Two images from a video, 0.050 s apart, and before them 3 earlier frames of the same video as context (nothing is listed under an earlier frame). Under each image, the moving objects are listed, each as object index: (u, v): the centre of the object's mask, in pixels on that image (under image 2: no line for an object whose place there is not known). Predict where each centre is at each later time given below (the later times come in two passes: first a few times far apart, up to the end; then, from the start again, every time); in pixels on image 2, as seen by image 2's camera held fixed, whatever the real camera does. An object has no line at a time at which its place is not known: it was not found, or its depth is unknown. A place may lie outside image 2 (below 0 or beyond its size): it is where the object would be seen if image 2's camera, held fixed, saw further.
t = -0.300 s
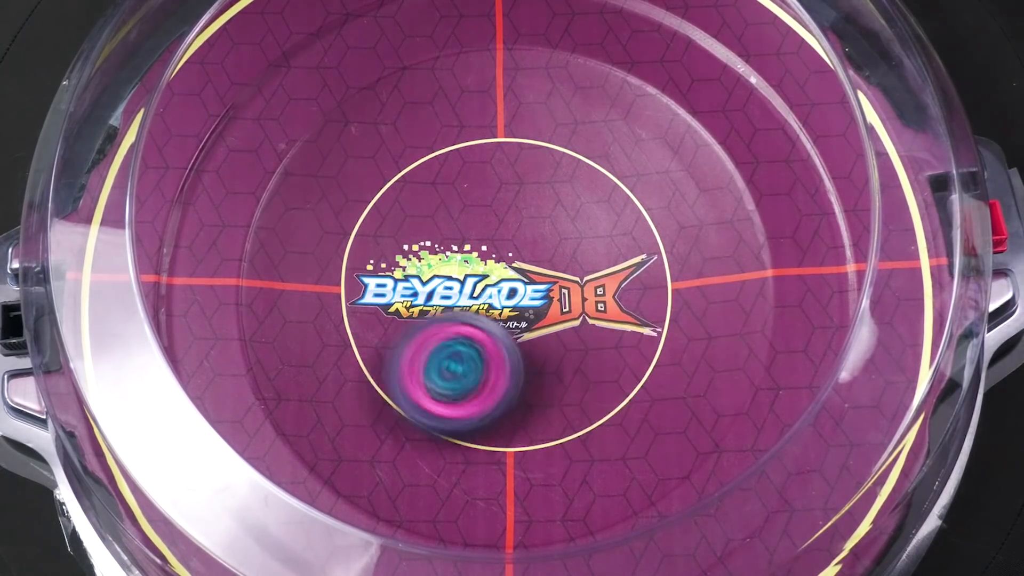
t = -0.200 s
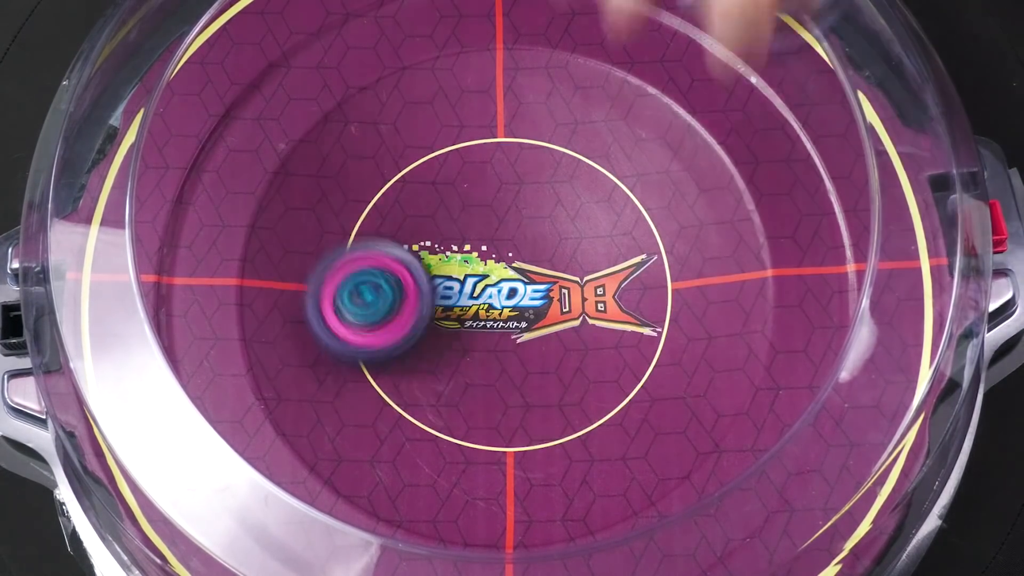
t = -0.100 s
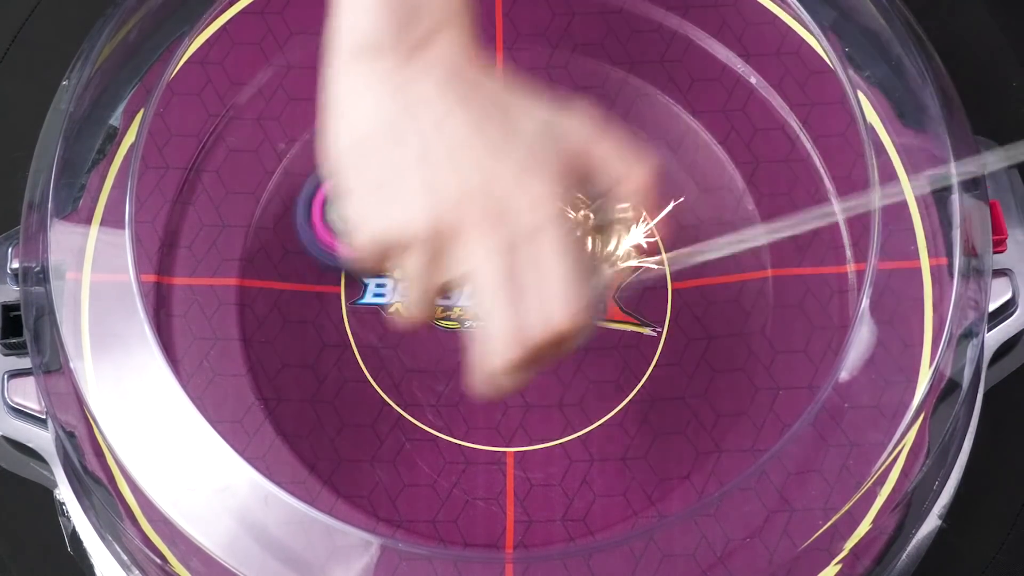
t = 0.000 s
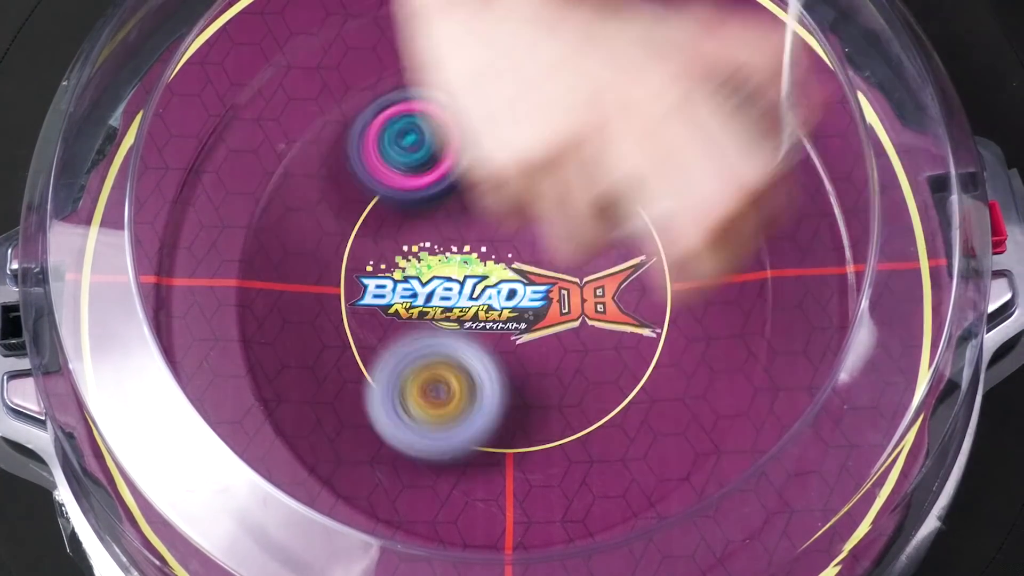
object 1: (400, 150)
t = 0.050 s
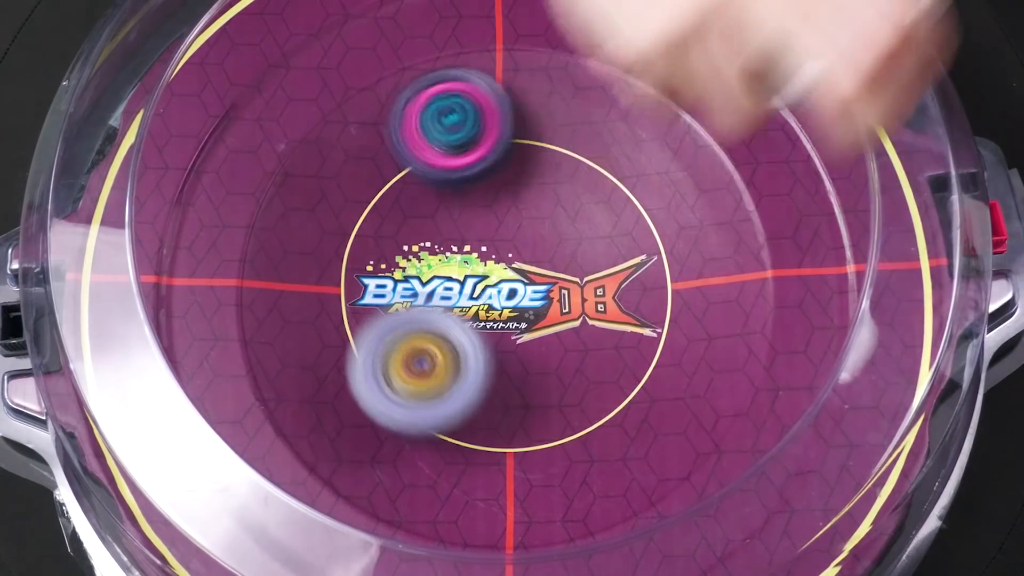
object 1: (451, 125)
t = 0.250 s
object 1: (624, 167)
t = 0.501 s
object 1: (766, 421)
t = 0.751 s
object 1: (686, 520)
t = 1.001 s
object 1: (579, 483)
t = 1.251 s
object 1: (412, 295)
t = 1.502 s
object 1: (597, 328)
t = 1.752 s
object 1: (522, 340)
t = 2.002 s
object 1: (479, 245)
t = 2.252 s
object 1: (580, 228)
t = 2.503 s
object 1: (570, 325)
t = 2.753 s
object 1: (474, 292)
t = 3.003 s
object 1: (514, 218)
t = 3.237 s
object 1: (546, 263)
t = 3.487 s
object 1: (501, 284)
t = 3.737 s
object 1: (485, 268)
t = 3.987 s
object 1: (498, 270)
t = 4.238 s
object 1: (490, 283)
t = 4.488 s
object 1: (485, 278)
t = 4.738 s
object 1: (488, 277)
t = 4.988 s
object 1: (486, 278)
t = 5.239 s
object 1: (497, 286)
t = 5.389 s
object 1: (493, 290)
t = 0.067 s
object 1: (467, 121)
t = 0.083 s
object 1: (483, 119)
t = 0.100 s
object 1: (499, 116)
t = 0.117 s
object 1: (516, 116)
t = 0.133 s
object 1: (532, 117)
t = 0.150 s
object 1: (547, 119)
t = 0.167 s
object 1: (561, 124)
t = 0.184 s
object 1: (575, 130)
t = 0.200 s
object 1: (589, 137)
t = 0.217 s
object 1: (602, 147)
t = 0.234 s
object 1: (613, 157)
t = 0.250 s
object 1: (624, 167)
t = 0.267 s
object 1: (633, 180)
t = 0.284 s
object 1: (640, 193)
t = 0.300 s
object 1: (646, 206)
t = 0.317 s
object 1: (651, 221)
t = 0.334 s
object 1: (653, 235)
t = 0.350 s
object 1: (653, 250)
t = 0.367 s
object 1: (665, 267)
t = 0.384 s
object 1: (687, 288)
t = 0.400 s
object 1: (707, 308)
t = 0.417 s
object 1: (724, 329)
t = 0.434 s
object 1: (738, 349)
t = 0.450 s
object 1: (748, 367)
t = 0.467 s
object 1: (756, 386)
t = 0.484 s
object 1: (762, 404)
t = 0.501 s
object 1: (766, 421)
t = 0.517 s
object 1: (770, 438)
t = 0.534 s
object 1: (772, 454)
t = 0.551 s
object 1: (773, 469)
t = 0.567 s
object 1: (773, 482)
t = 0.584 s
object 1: (773, 494)
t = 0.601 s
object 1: (769, 502)
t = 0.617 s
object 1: (761, 508)
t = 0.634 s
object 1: (750, 512)
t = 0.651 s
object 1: (740, 514)
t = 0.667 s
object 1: (729, 517)
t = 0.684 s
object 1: (720, 518)
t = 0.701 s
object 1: (710, 519)
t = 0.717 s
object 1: (702, 520)
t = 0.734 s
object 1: (694, 520)
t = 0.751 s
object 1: (686, 520)
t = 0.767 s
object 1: (678, 520)
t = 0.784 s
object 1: (672, 519)
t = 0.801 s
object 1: (665, 519)
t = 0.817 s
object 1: (658, 518)
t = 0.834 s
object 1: (652, 517)
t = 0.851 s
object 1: (646, 516)
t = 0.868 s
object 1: (641, 515)
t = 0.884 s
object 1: (635, 513)
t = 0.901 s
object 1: (630, 512)
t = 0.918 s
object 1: (625, 510)
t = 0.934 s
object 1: (618, 508)
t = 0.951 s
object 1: (610, 504)
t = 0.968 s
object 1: (600, 498)
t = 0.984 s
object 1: (590, 492)
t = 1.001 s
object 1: (579, 483)
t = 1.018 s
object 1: (567, 477)
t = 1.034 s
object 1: (555, 469)
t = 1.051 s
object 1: (542, 459)
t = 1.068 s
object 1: (528, 448)
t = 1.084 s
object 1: (516, 438)
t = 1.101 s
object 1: (503, 427)
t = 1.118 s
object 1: (489, 414)
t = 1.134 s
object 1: (475, 401)
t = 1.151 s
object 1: (462, 389)
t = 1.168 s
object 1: (452, 376)
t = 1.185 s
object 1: (441, 362)
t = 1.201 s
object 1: (431, 348)
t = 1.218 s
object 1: (424, 331)
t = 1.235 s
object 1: (417, 313)
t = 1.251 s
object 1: (412, 295)
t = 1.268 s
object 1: (409, 278)
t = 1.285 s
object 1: (414, 272)
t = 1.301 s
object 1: (434, 278)
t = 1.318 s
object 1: (455, 288)
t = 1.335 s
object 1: (475, 296)
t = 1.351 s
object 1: (494, 302)
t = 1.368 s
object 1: (514, 307)
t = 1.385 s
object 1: (530, 310)
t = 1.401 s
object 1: (543, 313)
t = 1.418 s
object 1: (558, 316)
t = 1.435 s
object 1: (569, 319)
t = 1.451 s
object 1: (579, 321)
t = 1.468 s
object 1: (586, 323)
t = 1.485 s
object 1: (592, 325)
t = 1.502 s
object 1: (597, 328)
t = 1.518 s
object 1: (599, 330)
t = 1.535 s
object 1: (600, 332)
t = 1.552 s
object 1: (598, 335)
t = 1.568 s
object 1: (596, 339)
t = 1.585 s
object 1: (594, 342)
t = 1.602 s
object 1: (591, 343)
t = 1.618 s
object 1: (586, 343)
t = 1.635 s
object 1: (581, 344)
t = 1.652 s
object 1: (575, 345)
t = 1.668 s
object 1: (569, 346)
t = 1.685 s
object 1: (561, 345)
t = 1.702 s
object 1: (551, 346)
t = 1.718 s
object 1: (541, 345)
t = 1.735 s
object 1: (532, 343)
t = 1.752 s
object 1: (522, 340)
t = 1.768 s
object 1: (512, 336)
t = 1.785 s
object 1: (504, 335)
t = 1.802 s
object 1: (498, 330)
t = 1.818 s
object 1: (491, 324)
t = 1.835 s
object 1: (486, 318)
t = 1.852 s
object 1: (482, 312)
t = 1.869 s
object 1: (481, 306)
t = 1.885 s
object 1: (478, 298)
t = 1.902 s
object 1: (475, 290)
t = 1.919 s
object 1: (473, 283)
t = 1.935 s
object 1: (471, 274)
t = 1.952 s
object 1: (471, 267)
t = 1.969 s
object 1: (472, 260)
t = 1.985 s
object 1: (475, 251)
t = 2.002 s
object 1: (479, 245)
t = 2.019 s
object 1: (483, 240)
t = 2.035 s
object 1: (488, 234)
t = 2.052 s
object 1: (494, 229)
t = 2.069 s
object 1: (500, 223)
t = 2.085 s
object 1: (506, 220)
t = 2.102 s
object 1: (515, 217)
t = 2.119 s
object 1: (522, 215)
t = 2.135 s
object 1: (530, 214)
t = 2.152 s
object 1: (537, 215)
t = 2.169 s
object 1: (545, 213)
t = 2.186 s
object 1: (553, 214)
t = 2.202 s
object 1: (561, 217)
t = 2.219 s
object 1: (569, 221)
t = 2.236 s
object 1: (575, 224)
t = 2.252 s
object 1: (580, 228)
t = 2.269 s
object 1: (587, 234)
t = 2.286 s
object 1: (591, 239)
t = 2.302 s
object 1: (595, 245)
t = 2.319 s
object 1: (598, 252)
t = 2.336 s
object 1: (600, 259)
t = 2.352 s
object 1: (602, 266)
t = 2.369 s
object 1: (603, 274)
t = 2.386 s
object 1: (603, 281)
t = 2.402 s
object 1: (601, 289)
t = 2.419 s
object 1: (597, 295)
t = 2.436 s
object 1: (593, 301)
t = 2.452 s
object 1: (589, 309)
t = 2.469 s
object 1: (583, 314)
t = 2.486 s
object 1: (576, 321)
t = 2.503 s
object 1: (570, 325)
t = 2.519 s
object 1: (562, 329)
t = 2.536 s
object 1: (555, 331)
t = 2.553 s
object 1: (546, 334)
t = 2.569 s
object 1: (537, 335)
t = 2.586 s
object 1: (529, 335)
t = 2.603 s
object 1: (521, 334)
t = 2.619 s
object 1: (513, 332)
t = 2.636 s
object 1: (505, 329)
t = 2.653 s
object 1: (499, 327)
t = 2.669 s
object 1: (492, 322)
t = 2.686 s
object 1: (487, 317)
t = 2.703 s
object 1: (483, 312)
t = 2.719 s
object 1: (480, 306)
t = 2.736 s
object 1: (476, 299)
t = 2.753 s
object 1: (474, 292)
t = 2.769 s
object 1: (471, 283)
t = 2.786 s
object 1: (469, 276)
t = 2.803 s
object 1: (469, 268)
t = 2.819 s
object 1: (469, 261)
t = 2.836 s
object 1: (471, 253)
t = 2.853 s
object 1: (473, 247)
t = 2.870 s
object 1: (477, 241)
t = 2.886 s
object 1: (480, 236)
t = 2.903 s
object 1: (485, 231)
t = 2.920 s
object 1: (489, 226)
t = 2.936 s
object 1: (494, 223)
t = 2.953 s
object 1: (498, 221)
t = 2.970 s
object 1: (504, 219)
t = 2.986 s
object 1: (509, 218)
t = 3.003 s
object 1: (514, 218)
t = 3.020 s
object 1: (519, 218)
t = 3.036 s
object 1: (524, 219)
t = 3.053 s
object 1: (528, 221)
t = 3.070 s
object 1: (532, 223)
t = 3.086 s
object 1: (536, 226)
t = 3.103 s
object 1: (539, 229)
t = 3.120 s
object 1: (543, 234)
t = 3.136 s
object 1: (545, 238)
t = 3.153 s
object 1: (547, 242)
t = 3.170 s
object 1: (548, 246)
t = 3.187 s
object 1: (548, 251)
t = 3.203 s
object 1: (548, 256)
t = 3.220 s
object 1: (547, 259)
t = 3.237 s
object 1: (546, 263)
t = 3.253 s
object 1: (544, 266)
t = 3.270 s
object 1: (542, 270)
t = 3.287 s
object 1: (539, 273)
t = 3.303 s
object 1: (537, 275)
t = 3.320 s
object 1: (533, 277)
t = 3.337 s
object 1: (530, 279)
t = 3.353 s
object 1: (527, 280)
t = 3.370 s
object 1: (523, 282)
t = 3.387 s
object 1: (520, 282)
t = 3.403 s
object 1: (517, 283)
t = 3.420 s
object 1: (513, 284)
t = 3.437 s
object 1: (510, 284)
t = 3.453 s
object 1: (507, 284)
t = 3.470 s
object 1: (504, 284)
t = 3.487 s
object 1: (501, 284)
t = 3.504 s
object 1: (498, 283)
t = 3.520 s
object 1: (496, 282)
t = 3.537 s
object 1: (493, 282)
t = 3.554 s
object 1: (491, 281)
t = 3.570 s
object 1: (489, 280)
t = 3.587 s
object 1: (488, 279)
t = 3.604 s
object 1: (486, 278)
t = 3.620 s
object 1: (486, 277)
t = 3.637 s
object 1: (485, 276)
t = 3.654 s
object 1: (483, 274)
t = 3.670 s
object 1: (483, 273)
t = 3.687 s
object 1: (483, 271)
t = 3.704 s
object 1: (484, 270)
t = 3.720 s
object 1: (485, 269)
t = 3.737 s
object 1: (485, 268)
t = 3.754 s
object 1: (486, 266)
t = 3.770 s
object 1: (487, 265)
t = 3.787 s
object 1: (488, 265)
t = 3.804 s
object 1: (489, 264)
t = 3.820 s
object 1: (490, 263)
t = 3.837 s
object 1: (491, 264)
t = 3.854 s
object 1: (492, 264)
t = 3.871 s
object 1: (493, 263)
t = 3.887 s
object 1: (495, 264)
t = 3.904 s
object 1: (495, 264)
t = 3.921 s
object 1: (496, 266)
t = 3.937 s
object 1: (497, 267)
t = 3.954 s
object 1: (498, 268)
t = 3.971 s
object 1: (498, 269)
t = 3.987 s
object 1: (498, 270)
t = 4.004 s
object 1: (498, 271)
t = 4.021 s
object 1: (497, 272)
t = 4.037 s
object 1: (497, 273)
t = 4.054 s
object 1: (497, 274)
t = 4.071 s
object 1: (496, 274)
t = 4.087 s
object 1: (496, 275)
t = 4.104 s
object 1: (496, 276)
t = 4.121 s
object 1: (496, 277)
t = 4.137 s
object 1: (495, 277)
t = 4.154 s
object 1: (495, 278)
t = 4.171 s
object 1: (494, 279)
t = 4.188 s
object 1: (493, 280)
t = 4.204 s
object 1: (492, 282)
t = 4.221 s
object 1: (491, 282)
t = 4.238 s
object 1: (490, 283)
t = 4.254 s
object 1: (488, 283)
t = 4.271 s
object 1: (487, 283)
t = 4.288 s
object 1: (485, 283)
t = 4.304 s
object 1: (484, 282)
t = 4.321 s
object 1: (482, 281)
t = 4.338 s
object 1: (481, 281)
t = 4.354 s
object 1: (480, 280)
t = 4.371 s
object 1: (480, 280)
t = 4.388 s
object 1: (480, 279)
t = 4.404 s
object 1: (481, 279)
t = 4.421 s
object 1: (482, 278)
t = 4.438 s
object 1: (482, 278)
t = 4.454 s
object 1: (483, 278)
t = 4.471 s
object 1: (484, 278)
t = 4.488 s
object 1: (485, 278)
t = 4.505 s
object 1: (486, 278)
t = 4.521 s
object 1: (487, 279)
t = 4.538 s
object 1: (488, 280)
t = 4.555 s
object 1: (488, 280)
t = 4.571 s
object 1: (489, 281)
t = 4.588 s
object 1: (489, 281)
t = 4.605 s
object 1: (489, 282)
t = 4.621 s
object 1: (489, 281)
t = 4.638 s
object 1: (488, 280)
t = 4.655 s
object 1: (488, 279)
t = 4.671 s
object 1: (487, 278)
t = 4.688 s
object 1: (487, 278)
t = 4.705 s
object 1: (487, 277)
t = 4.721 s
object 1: (487, 277)
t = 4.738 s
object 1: (488, 277)
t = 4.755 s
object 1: (488, 278)
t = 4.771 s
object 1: (489, 279)
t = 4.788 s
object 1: (490, 279)
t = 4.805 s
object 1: (490, 280)
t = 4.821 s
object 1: (490, 281)
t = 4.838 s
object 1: (490, 281)
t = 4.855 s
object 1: (489, 281)
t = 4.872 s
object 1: (488, 282)
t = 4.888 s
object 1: (487, 282)
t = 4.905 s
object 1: (486, 281)
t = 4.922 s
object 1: (484, 281)
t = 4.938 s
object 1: (484, 280)
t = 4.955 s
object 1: (485, 280)
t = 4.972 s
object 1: (485, 279)
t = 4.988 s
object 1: (486, 278)
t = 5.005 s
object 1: (487, 277)
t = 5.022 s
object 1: (489, 277)
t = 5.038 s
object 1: (490, 277)
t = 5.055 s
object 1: (492, 278)
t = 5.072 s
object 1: (493, 278)
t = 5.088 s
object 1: (494, 279)
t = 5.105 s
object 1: (495, 280)
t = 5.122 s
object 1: (495, 281)
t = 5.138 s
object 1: (495, 282)
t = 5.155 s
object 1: (495, 284)
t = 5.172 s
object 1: (495, 284)
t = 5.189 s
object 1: (495, 285)
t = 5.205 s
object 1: (496, 285)
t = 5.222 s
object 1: (496, 285)
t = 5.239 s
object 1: (497, 286)
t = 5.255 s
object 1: (496, 286)
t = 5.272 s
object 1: (496, 287)
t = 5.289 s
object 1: (496, 287)
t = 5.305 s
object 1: (496, 288)
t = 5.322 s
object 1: (495, 289)
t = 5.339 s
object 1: (495, 289)
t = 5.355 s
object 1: (494, 289)
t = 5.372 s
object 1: (494, 290)
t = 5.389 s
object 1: (493, 290)
